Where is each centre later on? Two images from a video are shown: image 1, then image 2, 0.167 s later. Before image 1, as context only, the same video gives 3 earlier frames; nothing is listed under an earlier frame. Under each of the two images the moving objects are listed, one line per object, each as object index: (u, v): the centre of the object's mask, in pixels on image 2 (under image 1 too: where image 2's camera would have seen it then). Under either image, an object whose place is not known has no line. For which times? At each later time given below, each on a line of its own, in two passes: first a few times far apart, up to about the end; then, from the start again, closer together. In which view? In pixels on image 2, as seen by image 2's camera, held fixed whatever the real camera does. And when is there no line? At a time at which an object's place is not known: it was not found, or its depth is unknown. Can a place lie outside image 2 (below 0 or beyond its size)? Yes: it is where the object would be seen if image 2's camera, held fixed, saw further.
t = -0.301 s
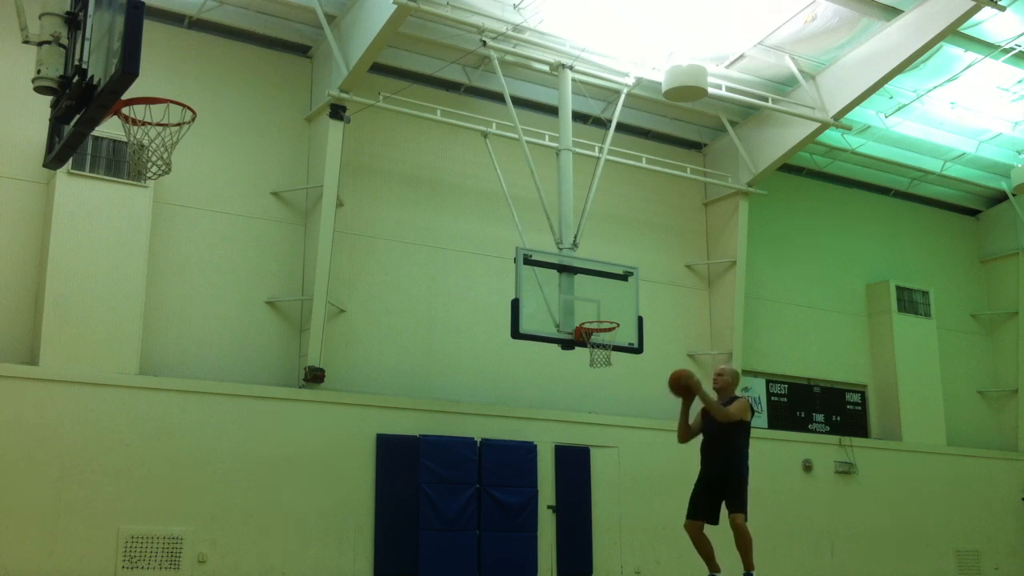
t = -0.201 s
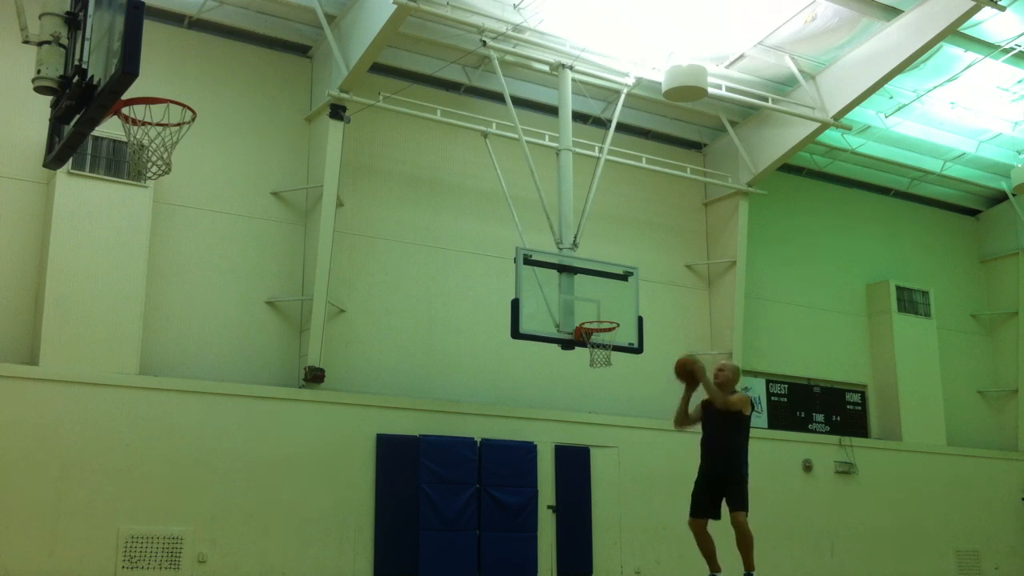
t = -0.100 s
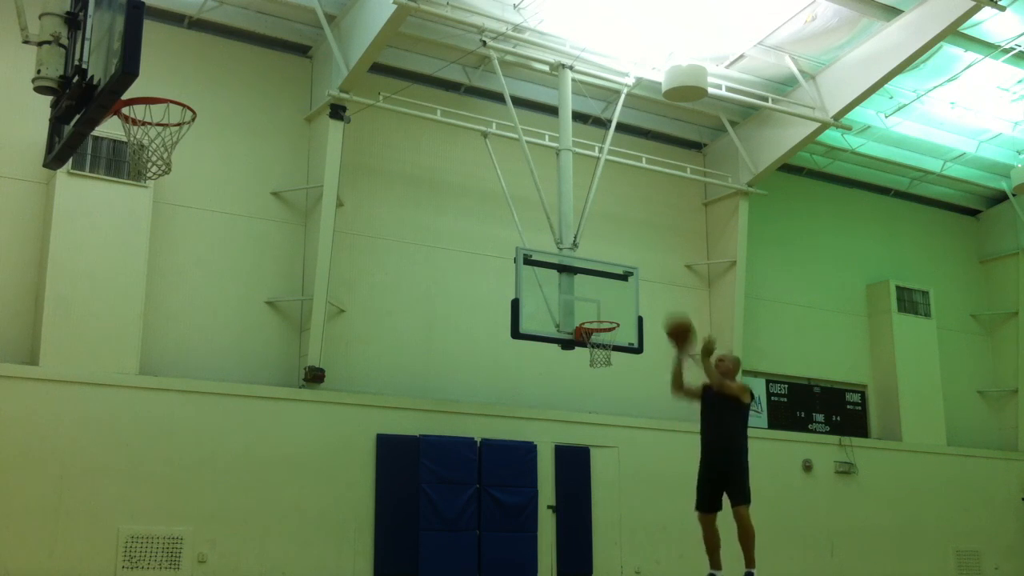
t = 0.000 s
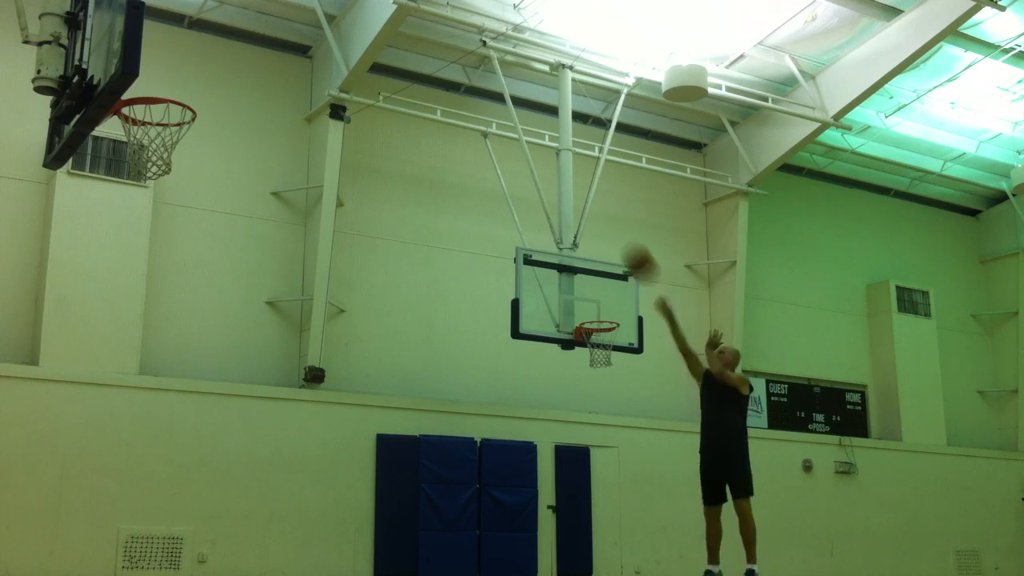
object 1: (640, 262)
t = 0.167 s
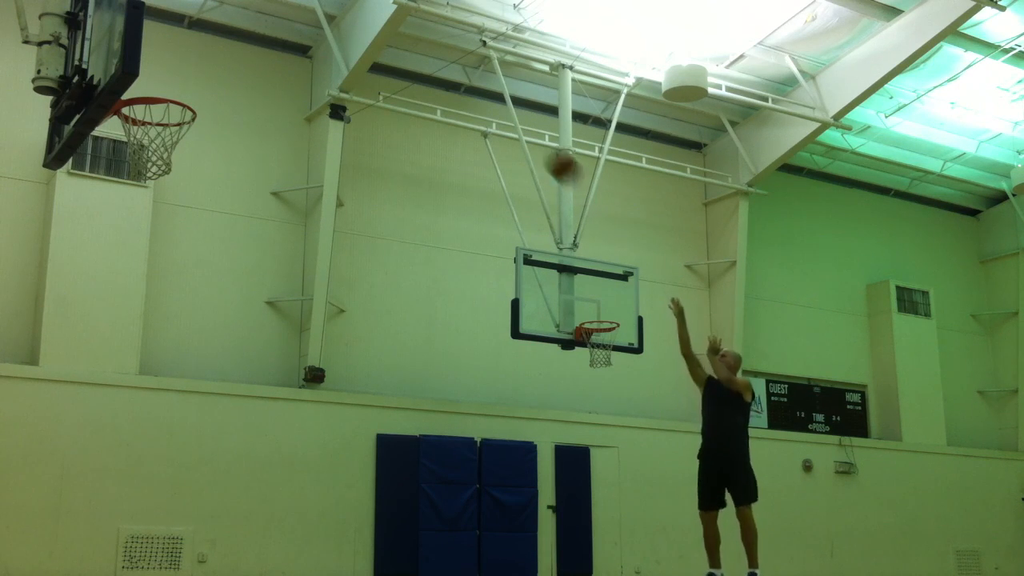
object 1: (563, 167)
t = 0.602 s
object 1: (342, 45)
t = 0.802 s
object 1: (221, 63)
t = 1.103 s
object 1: (182, 129)
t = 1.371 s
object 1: (151, 156)
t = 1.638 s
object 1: (145, 183)
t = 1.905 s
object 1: (158, 279)
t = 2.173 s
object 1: (161, 495)
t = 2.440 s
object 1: (186, 455)
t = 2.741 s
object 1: (217, 370)
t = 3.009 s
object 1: (238, 404)
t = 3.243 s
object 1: (252, 527)
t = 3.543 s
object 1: (277, 476)
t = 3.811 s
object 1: (297, 462)
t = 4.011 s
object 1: (308, 523)
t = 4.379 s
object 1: (335, 501)
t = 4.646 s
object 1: (352, 537)
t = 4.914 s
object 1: (369, 531)
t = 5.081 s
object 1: (380, 531)
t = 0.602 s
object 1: (342, 45)
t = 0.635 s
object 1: (324, 44)
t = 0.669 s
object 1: (306, 45)
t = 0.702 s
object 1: (287, 47)
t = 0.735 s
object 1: (265, 51)
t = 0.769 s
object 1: (243, 57)
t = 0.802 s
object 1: (221, 63)
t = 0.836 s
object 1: (199, 72)
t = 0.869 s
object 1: (178, 80)
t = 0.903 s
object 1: (157, 91)
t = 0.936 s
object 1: (148, 105)
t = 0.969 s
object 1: (150, 118)
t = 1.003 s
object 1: (159, 121)
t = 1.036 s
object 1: (170, 124)
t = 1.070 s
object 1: (180, 127)
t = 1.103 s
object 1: (182, 129)
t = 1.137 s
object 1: (187, 137)
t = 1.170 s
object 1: (183, 131)
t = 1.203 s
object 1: (175, 141)
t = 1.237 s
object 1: (178, 137)
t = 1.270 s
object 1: (171, 142)
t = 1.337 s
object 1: (155, 150)
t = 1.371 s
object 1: (151, 156)
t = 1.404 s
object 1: (145, 160)
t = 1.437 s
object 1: (140, 164)
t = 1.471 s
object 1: (137, 164)
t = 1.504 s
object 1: (136, 171)
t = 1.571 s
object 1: (140, 178)
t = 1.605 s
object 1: (143, 179)
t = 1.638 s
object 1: (145, 183)
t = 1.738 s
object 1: (152, 205)
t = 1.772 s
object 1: (153, 217)
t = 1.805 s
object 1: (155, 230)
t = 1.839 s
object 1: (156, 245)
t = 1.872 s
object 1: (157, 262)
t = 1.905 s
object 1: (158, 279)
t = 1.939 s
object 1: (160, 299)
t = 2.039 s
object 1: (161, 373)
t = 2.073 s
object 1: (162, 402)
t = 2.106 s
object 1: (162, 430)
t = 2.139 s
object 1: (162, 461)
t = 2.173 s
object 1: (161, 495)
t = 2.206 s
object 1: (162, 526)
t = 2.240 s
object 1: (162, 564)
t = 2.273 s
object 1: (165, 560)
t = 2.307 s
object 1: (170, 533)
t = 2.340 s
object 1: (174, 512)
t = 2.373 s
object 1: (178, 493)
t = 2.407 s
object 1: (182, 473)
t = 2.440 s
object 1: (186, 455)
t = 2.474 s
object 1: (190, 439)
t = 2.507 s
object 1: (194, 425)
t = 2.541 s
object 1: (198, 412)
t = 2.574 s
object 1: (201, 402)
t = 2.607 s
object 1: (205, 391)
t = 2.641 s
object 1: (208, 383)
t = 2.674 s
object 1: (211, 377)
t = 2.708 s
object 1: (215, 372)
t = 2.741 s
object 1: (217, 370)
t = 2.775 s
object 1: (221, 368)
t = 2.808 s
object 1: (223, 368)
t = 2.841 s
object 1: (226, 370)
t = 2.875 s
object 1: (229, 373)
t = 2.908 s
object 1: (231, 379)
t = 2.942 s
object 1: (234, 385)
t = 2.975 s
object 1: (236, 393)
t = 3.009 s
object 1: (238, 404)
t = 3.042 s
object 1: (241, 416)
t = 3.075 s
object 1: (243, 430)
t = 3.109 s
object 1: (245, 445)
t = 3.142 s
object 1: (247, 462)
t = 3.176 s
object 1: (249, 482)
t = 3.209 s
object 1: (250, 504)
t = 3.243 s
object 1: (252, 527)
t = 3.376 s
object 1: (262, 539)
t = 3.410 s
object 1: (266, 523)
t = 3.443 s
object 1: (269, 508)
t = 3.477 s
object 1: (272, 496)
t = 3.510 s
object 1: (275, 485)
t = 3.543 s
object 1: (277, 476)
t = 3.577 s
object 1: (280, 468)
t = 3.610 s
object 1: (283, 462)
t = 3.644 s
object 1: (286, 458)
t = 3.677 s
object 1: (288, 456)
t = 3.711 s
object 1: (290, 455)
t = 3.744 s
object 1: (293, 455)
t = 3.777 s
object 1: (295, 458)
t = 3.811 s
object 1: (297, 462)
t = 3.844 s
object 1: (299, 467)
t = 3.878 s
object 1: (301, 475)
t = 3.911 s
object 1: (303, 484)
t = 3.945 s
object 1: (305, 495)
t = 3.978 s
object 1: (307, 508)
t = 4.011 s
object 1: (308, 523)
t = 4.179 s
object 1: (319, 546)
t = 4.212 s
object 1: (322, 535)
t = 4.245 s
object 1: (325, 525)
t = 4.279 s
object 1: (328, 516)
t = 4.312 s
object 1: (330, 510)
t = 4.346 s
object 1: (332, 505)
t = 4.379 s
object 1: (335, 501)
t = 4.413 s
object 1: (337, 500)
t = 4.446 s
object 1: (340, 500)
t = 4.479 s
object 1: (341, 502)
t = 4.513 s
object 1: (344, 505)
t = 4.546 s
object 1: (345, 511)
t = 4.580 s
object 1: (348, 517)
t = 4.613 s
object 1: (350, 526)
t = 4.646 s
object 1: (352, 537)
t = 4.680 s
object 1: (354, 549)
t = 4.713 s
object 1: (354, 560)
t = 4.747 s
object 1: (357, 564)
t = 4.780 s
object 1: (359, 560)
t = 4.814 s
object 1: (362, 551)
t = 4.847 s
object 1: (365, 543)
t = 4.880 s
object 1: (367, 536)
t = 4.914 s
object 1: (369, 531)
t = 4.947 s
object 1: (372, 528)
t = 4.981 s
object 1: (374, 526)
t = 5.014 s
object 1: (376, 526)
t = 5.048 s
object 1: (378, 527)
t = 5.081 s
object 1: (380, 531)
